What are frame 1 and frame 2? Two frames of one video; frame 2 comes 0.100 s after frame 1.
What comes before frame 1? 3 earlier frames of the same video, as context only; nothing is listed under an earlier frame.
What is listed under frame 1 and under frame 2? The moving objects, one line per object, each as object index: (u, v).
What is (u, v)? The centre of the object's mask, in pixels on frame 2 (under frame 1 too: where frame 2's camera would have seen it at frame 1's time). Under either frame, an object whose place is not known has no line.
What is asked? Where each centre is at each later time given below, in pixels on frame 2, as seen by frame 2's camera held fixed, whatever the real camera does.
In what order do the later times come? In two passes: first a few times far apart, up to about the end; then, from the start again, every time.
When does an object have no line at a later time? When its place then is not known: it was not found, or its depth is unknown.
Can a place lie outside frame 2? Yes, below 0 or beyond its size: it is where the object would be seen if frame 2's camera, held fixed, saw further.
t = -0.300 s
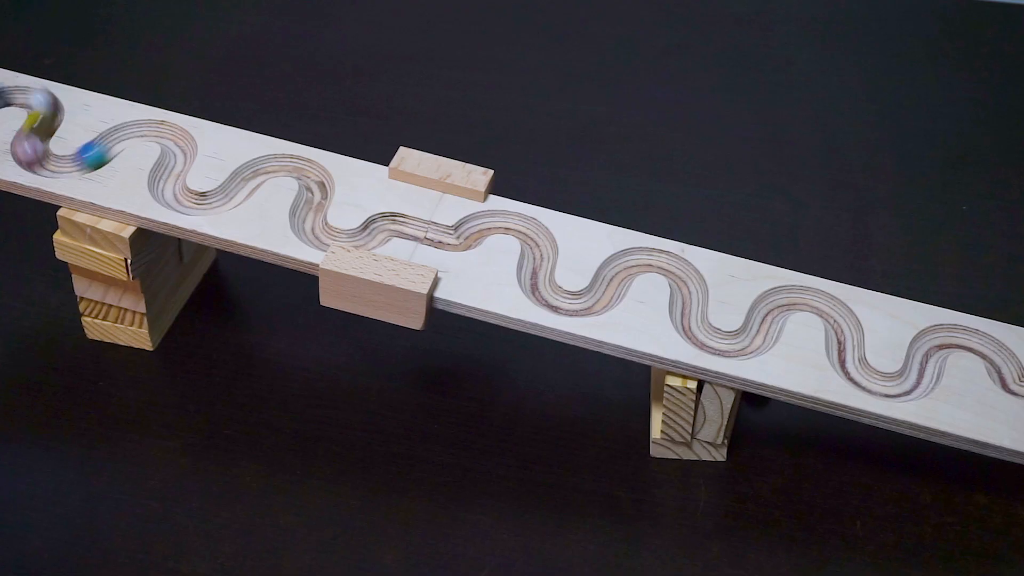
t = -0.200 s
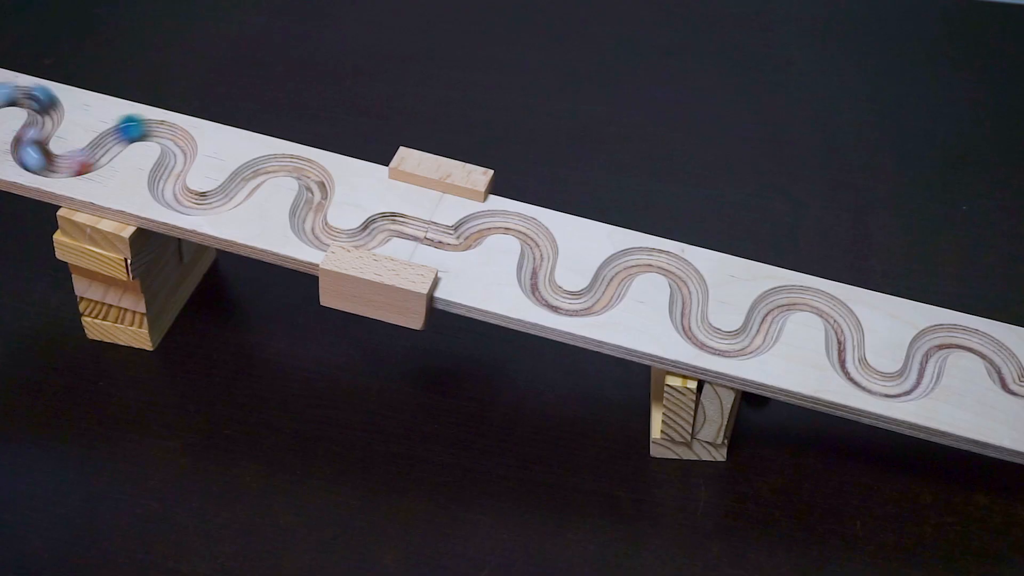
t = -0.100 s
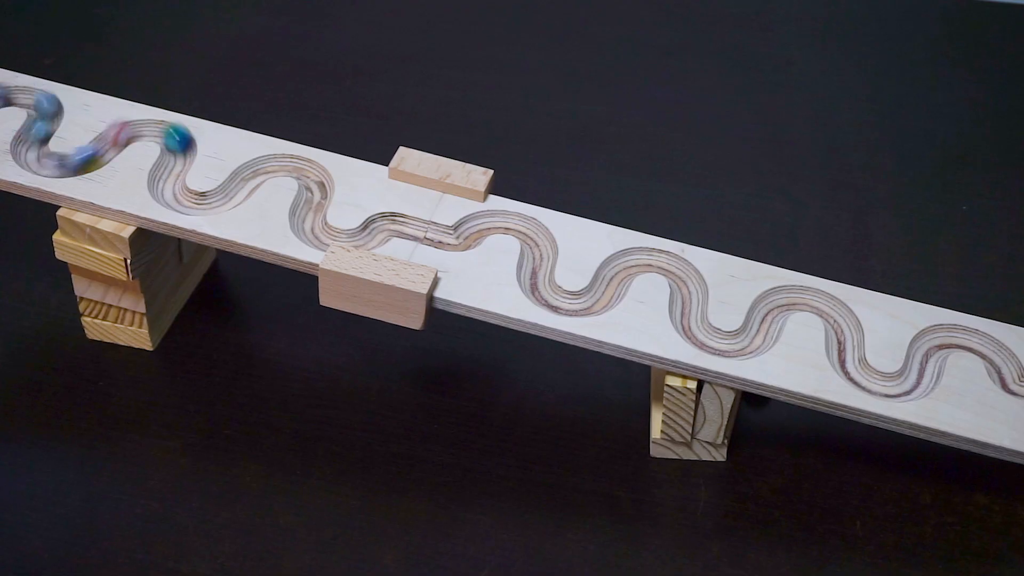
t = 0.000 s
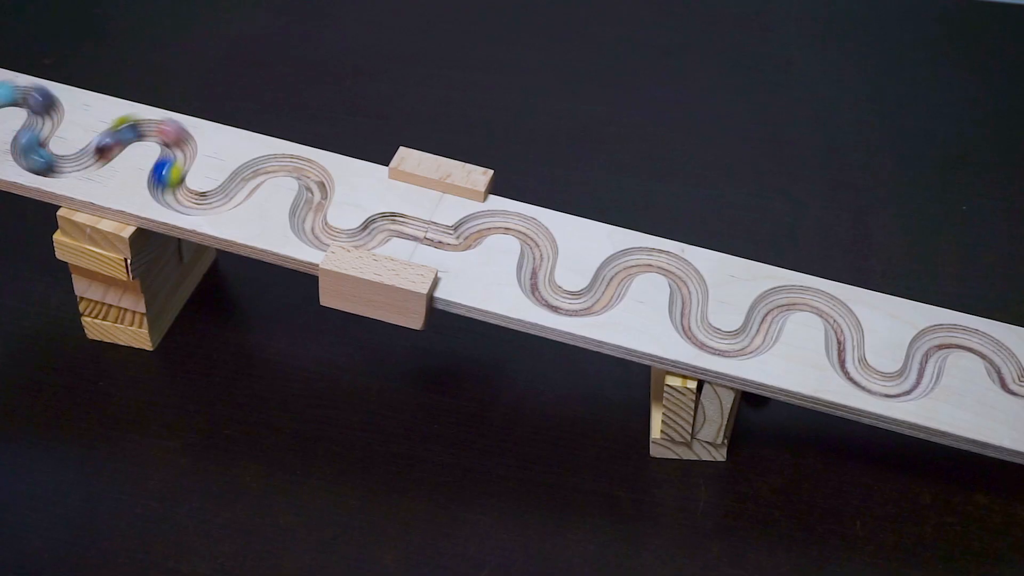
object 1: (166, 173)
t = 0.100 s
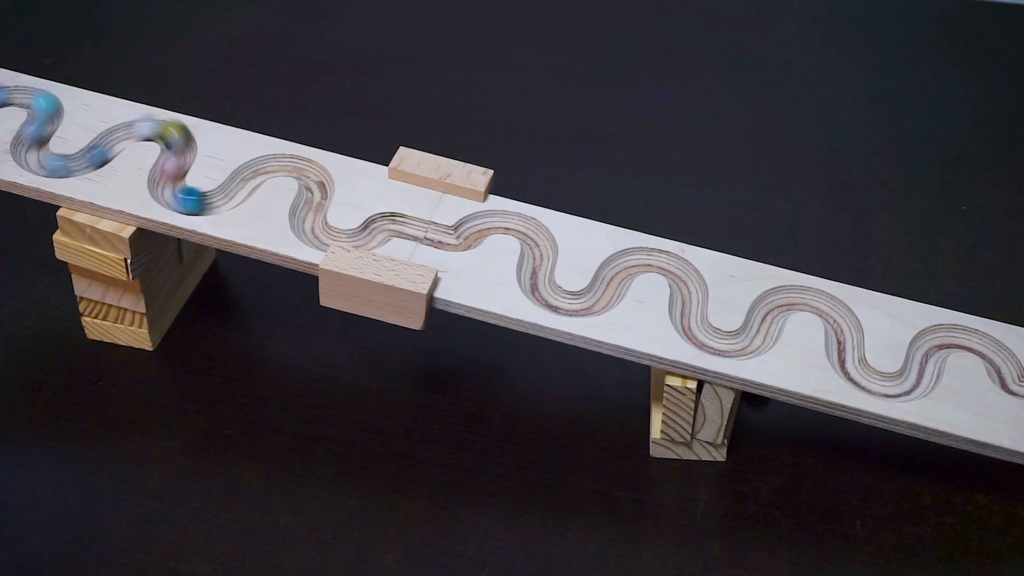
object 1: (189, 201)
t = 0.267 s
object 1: (260, 165)
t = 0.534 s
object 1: (307, 220)
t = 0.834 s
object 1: (446, 235)
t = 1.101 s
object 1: (535, 235)
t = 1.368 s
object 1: (603, 295)
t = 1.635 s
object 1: (691, 294)
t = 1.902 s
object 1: (769, 312)
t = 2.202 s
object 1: (858, 373)
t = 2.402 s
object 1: (928, 339)
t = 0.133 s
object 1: (211, 199)
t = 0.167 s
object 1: (227, 194)
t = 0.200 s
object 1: (239, 186)
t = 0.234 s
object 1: (251, 174)
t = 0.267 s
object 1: (260, 165)
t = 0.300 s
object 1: (274, 164)
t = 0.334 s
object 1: (291, 162)
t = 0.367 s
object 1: (304, 166)
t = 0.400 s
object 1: (315, 176)
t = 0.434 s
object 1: (318, 185)
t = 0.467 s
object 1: (314, 196)
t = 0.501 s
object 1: (307, 210)
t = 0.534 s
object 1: (307, 220)
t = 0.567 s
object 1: (314, 231)
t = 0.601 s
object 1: (327, 236)
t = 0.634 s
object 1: (350, 237)
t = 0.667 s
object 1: (370, 234)
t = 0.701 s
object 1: (382, 225)
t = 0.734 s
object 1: (397, 214)
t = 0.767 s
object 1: (413, 220)
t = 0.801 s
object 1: (429, 231)
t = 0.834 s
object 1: (446, 235)
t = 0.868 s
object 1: (467, 233)
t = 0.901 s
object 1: (475, 227)
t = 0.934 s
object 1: (478, 224)
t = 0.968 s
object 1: (486, 215)
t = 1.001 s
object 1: (499, 218)
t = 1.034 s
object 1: (514, 221)
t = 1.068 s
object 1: (525, 226)
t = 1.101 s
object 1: (535, 235)
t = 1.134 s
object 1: (541, 246)
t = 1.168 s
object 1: (538, 258)
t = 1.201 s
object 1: (535, 270)
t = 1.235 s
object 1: (538, 284)
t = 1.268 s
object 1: (547, 294)
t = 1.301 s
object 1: (566, 301)
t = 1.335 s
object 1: (589, 302)
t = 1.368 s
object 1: (603, 295)
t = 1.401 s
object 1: (611, 282)
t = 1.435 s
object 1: (617, 270)
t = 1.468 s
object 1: (629, 260)
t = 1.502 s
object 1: (645, 257)
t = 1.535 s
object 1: (663, 259)
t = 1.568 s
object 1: (680, 267)
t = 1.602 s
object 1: (691, 280)
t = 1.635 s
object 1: (691, 294)
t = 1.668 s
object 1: (687, 307)
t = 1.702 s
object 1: (691, 322)
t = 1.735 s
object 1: (702, 334)
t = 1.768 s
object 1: (723, 343)
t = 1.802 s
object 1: (742, 343)
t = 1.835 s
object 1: (757, 336)
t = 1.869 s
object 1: (767, 325)
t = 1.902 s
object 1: (769, 312)
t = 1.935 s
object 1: (777, 302)
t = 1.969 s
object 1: (790, 295)
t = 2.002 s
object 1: (809, 295)
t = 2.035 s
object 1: (827, 303)
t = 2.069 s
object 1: (840, 314)
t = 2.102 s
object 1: (845, 328)
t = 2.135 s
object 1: (846, 344)
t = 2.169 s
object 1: (847, 358)
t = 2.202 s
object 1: (858, 373)
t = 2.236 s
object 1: (878, 382)
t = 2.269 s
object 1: (899, 385)
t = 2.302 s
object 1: (912, 382)
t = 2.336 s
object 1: (927, 369)
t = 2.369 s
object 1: (928, 355)
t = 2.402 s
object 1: (928, 339)
